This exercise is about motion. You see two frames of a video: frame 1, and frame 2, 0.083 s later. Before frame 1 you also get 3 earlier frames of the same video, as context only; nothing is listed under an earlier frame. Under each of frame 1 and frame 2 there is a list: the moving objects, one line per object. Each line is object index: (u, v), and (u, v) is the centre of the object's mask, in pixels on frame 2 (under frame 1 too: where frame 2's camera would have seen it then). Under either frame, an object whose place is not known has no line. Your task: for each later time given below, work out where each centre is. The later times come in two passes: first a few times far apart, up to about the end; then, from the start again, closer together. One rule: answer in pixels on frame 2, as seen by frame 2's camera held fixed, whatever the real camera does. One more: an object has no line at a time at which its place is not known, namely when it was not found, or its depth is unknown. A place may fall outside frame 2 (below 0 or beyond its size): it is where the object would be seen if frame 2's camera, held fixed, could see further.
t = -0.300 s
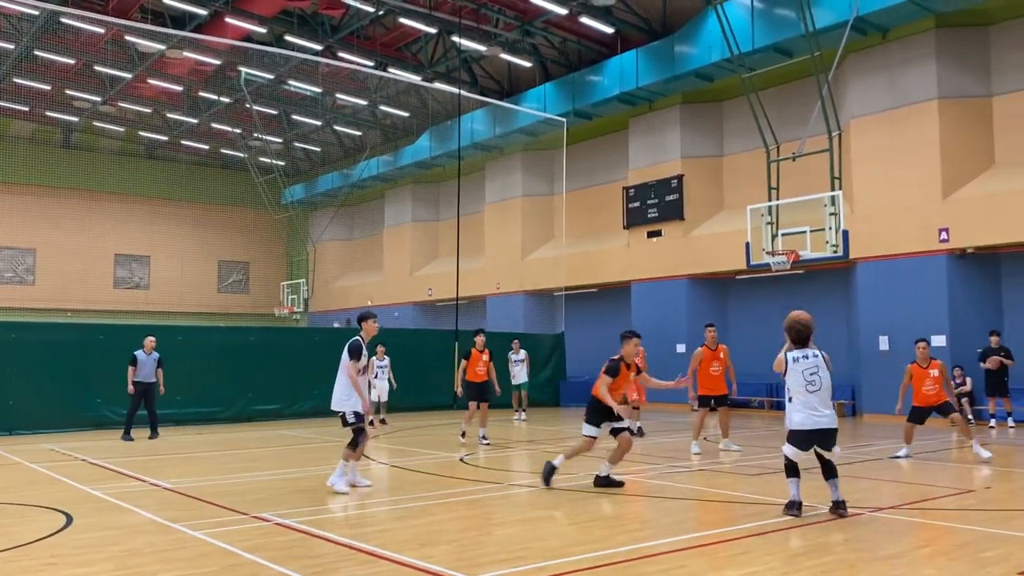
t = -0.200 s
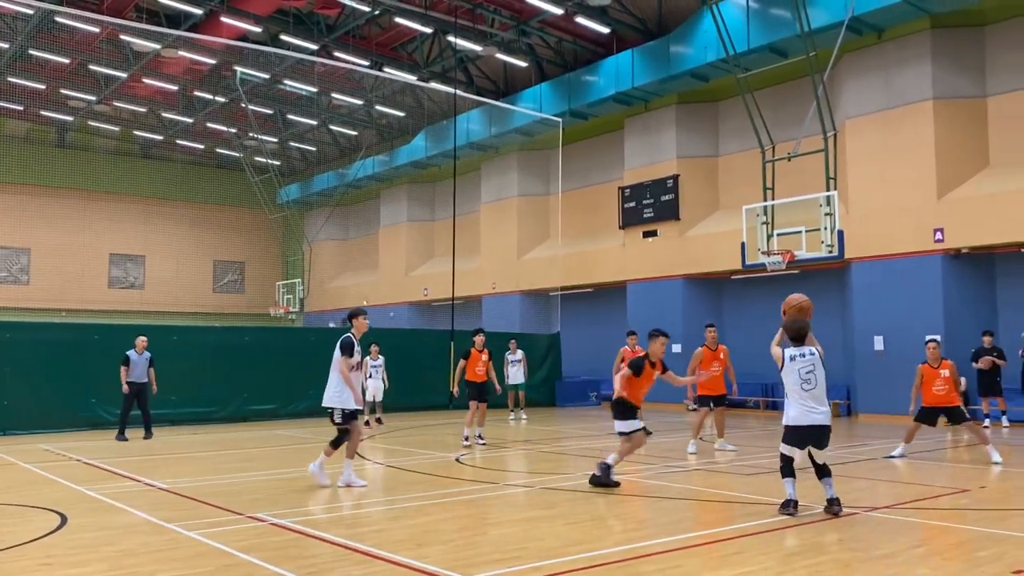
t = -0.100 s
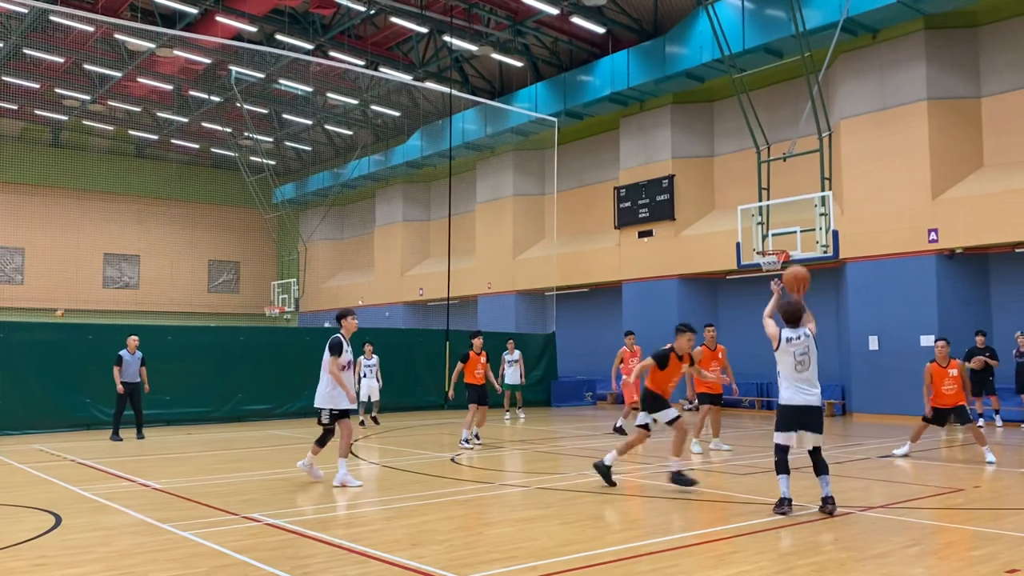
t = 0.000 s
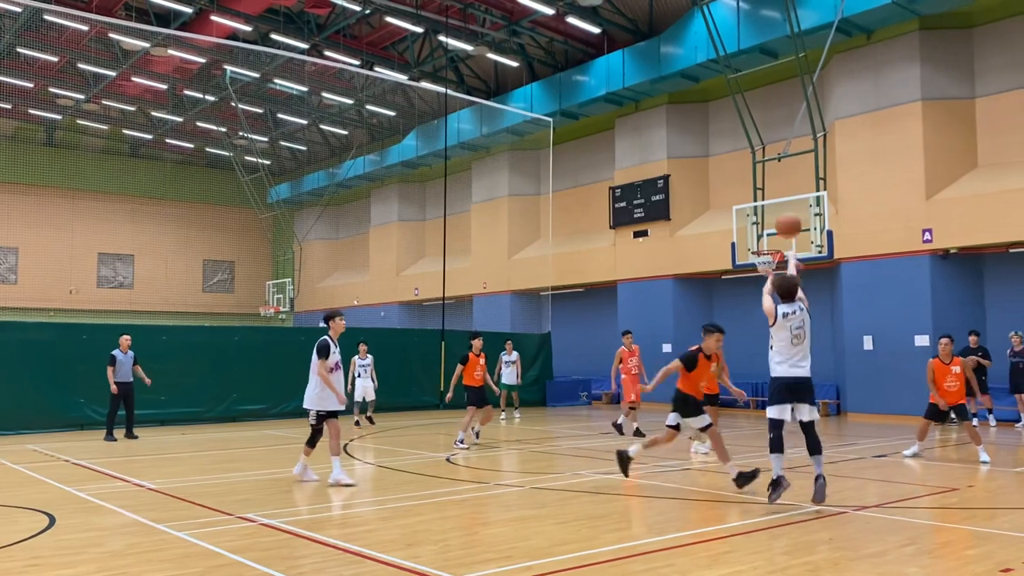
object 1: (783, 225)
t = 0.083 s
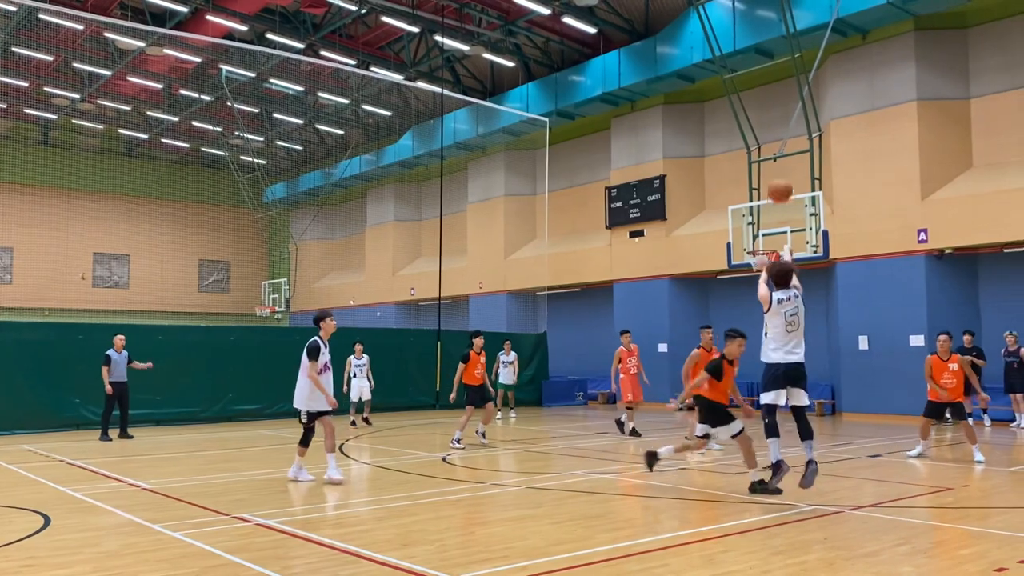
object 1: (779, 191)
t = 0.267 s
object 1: (773, 146)
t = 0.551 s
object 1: (767, 142)
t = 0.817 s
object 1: (764, 183)
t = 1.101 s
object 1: (759, 245)
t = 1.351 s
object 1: (716, 225)
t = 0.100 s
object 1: (778, 185)
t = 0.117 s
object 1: (778, 179)
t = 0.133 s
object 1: (777, 176)
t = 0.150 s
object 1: (777, 172)
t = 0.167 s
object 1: (776, 166)
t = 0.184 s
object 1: (776, 162)
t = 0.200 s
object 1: (775, 159)
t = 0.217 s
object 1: (774, 156)
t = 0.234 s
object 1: (773, 152)
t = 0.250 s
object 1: (773, 150)
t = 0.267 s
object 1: (773, 146)
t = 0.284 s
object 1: (772, 144)
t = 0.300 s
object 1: (772, 143)
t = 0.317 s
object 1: (772, 142)
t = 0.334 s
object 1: (771, 140)
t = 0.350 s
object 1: (771, 139)
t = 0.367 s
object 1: (770, 138)
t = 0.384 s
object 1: (770, 138)
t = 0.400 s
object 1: (769, 137)
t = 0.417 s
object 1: (769, 137)
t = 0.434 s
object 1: (769, 137)
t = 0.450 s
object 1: (769, 137)
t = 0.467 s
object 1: (768, 137)
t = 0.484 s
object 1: (768, 138)
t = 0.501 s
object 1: (768, 138)
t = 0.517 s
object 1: (768, 139)
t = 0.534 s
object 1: (768, 140)
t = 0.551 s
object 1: (767, 142)
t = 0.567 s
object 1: (767, 144)
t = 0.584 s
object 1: (767, 145)
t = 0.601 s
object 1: (766, 147)
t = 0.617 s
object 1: (766, 148)
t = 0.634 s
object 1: (766, 151)
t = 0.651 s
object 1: (766, 153)
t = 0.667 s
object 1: (765, 155)
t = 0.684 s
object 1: (765, 158)
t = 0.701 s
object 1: (765, 160)
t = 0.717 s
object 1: (765, 163)
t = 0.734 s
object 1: (765, 166)
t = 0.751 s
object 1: (765, 170)
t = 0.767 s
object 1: (765, 173)
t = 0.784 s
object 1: (765, 176)
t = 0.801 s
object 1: (764, 179)
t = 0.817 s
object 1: (764, 183)
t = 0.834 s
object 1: (764, 187)
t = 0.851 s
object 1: (764, 190)
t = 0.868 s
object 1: (764, 195)
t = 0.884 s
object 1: (764, 199)
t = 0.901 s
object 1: (764, 203)
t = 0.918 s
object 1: (764, 207)
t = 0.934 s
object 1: (764, 211)
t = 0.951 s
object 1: (764, 215)
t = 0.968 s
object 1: (764, 220)
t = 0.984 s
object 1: (764, 225)
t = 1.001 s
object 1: (764, 230)
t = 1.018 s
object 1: (764, 235)
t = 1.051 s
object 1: (764, 245)
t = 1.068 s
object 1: (764, 248)
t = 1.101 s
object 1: (759, 245)
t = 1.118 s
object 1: (756, 242)
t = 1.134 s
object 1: (754, 241)
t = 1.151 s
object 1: (750, 238)
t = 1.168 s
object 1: (748, 236)
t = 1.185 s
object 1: (745, 235)
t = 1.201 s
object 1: (742, 234)
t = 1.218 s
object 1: (739, 231)
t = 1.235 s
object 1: (736, 230)
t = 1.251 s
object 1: (733, 229)
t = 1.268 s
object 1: (731, 227)
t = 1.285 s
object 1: (727, 226)
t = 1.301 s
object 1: (725, 226)
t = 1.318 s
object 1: (721, 226)
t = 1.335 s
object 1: (719, 225)
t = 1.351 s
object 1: (716, 225)
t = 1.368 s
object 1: (713, 225)
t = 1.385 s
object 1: (710, 225)
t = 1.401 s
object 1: (707, 225)
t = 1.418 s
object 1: (704, 226)
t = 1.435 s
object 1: (701, 226)
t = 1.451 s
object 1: (698, 227)
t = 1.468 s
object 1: (695, 228)
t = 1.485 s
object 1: (691, 230)
